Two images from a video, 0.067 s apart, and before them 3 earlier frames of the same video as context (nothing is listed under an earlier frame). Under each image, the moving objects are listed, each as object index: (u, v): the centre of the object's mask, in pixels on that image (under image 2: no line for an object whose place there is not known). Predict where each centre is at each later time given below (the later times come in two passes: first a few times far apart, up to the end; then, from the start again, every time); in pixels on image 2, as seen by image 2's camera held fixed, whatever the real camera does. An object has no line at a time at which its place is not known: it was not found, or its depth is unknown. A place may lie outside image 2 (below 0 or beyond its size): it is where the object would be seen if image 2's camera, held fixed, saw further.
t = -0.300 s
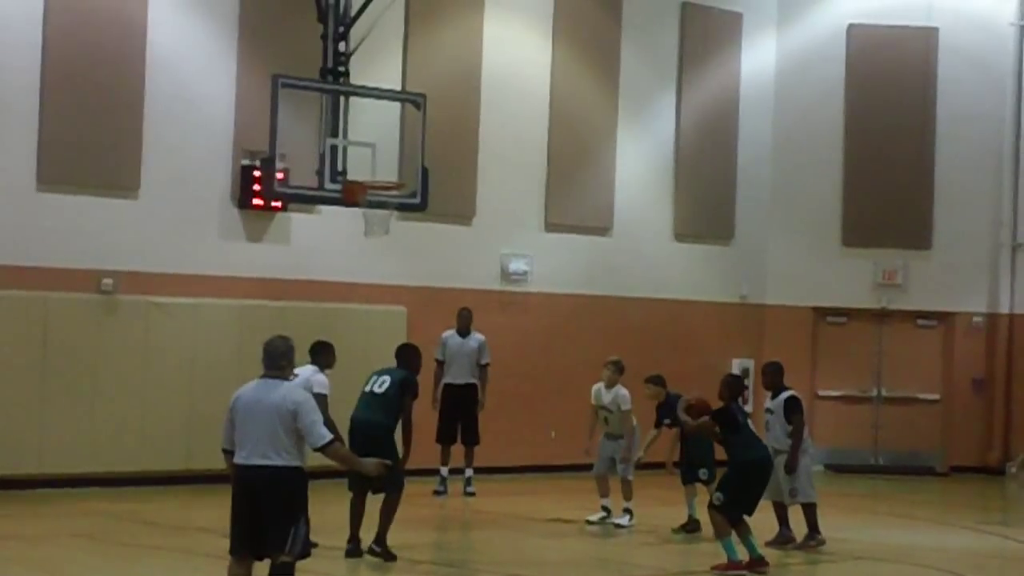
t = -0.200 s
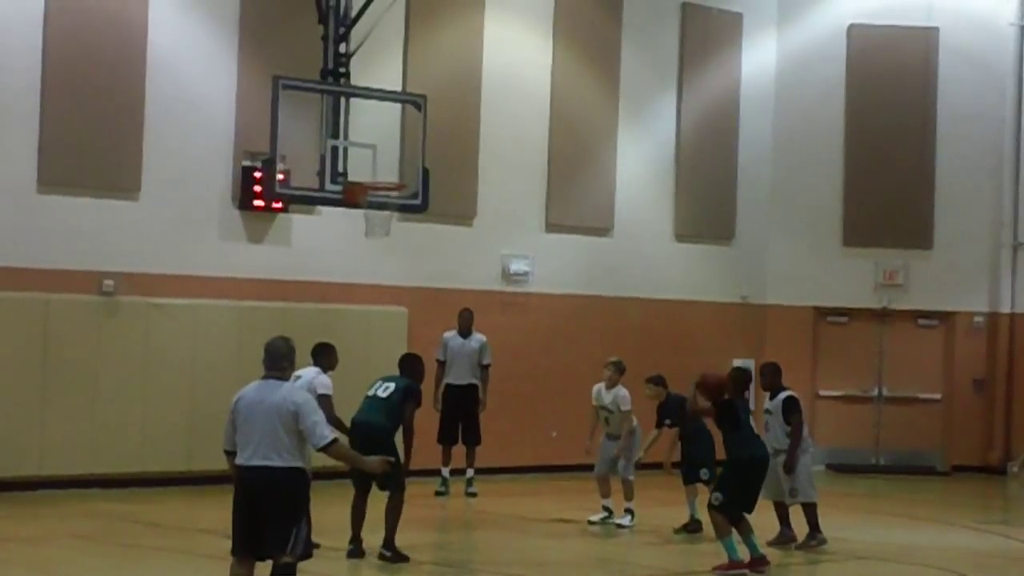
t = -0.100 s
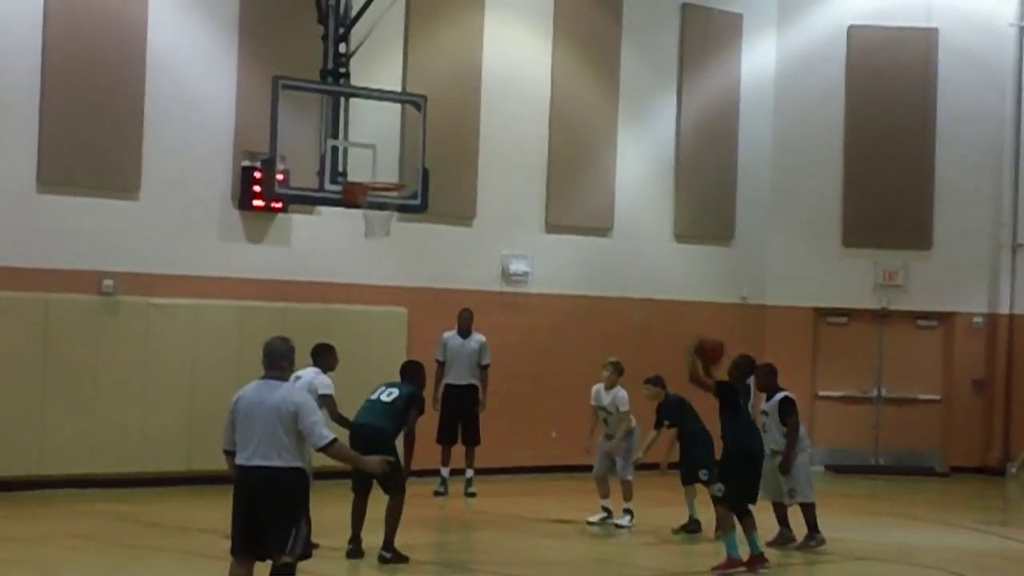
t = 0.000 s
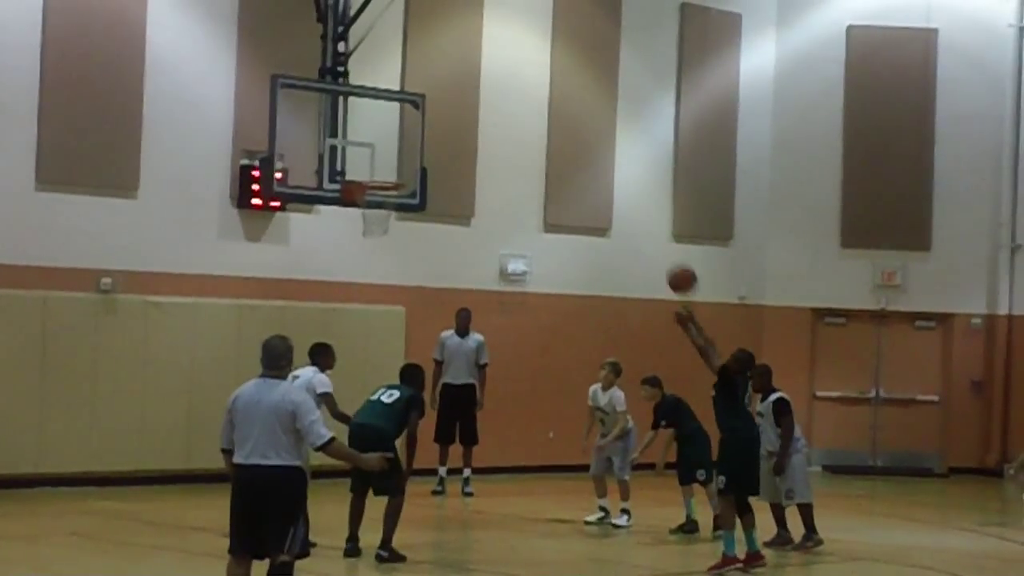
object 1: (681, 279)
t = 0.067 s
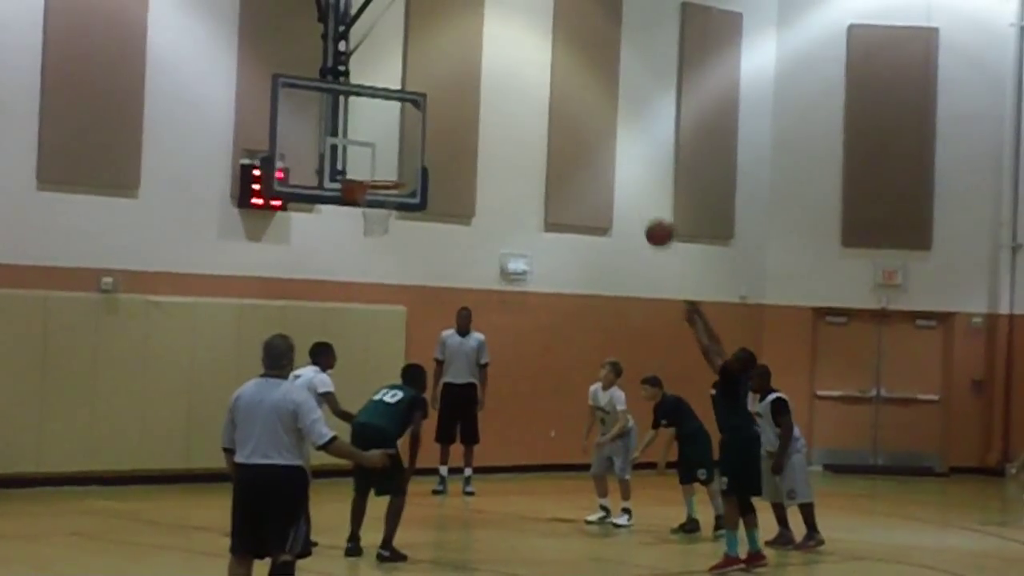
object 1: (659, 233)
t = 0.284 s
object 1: (586, 128)
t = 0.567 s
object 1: (497, 82)
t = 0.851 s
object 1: (413, 128)
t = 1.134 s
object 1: (395, 140)
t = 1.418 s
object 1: (449, 145)
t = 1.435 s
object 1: (451, 148)
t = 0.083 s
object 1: (654, 222)
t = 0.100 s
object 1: (648, 213)
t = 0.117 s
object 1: (643, 203)
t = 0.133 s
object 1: (637, 194)
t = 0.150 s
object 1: (631, 185)
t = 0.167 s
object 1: (625, 177)
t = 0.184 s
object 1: (619, 168)
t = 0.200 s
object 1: (613, 161)
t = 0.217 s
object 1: (608, 153)
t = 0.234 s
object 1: (602, 147)
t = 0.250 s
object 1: (597, 140)
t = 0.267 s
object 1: (592, 134)
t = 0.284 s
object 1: (586, 128)
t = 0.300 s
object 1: (581, 123)
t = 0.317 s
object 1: (576, 118)
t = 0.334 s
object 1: (570, 113)
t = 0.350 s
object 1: (565, 109)
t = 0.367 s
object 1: (559, 104)
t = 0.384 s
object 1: (554, 101)
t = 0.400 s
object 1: (549, 97)
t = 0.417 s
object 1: (543, 94)
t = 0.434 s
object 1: (539, 91)
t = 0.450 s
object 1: (533, 89)
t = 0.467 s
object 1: (528, 87)
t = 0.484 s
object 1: (523, 86)
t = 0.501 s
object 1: (517, 84)
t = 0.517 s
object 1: (512, 83)
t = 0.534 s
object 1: (507, 82)
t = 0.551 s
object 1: (502, 82)
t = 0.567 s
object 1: (497, 82)
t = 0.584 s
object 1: (491, 82)
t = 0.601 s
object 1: (487, 83)
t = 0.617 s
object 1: (482, 84)
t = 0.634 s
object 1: (477, 85)
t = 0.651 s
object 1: (472, 87)
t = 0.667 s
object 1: (467, 89)
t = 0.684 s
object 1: (462, 91)
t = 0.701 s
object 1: (457, 93)
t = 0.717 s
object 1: (452, 96)
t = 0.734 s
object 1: (447, 99)
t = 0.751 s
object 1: (443, 102)
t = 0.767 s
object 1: (438, 106)
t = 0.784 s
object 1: (433, 110)
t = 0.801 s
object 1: (429, 113)
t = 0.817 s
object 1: (424, 118)
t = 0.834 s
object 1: (419, 123)
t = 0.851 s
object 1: (413, 128)
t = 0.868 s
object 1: (409, 134)
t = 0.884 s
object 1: (404, 138)
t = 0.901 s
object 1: (399, 144)
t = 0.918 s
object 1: (394, 150)
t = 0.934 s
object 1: (390, 156)
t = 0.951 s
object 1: (384, 162)
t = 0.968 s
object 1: (380, 169)
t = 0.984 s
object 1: (377, 171)
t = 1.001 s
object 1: (375, 167)
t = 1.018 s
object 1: (373, 163)
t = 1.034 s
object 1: (376, 159)
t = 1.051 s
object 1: (379, 155)
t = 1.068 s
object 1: (382, 152)
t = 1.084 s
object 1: (386, 148)
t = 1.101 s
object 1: (389, 145)
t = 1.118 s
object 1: (392, 143)
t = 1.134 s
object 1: (395, 140)
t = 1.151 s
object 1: (398, 138)
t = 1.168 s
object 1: (402, 137)
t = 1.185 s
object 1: (405, 135)
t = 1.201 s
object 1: (408, 134)
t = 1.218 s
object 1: (411, 133)
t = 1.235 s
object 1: (414, 133)
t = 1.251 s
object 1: (417, 132)
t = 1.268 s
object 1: (421, 132)
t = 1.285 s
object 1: (424, 133)
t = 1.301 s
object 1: (427, 133)
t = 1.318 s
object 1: (430, 134)
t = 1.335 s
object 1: (434, 135)
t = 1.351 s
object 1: (436, 136)
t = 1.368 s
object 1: (439, 138)
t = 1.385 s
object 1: (442, 139)
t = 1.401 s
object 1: (445, 142)
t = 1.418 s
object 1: (449, 145)
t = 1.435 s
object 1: (451, 148)
